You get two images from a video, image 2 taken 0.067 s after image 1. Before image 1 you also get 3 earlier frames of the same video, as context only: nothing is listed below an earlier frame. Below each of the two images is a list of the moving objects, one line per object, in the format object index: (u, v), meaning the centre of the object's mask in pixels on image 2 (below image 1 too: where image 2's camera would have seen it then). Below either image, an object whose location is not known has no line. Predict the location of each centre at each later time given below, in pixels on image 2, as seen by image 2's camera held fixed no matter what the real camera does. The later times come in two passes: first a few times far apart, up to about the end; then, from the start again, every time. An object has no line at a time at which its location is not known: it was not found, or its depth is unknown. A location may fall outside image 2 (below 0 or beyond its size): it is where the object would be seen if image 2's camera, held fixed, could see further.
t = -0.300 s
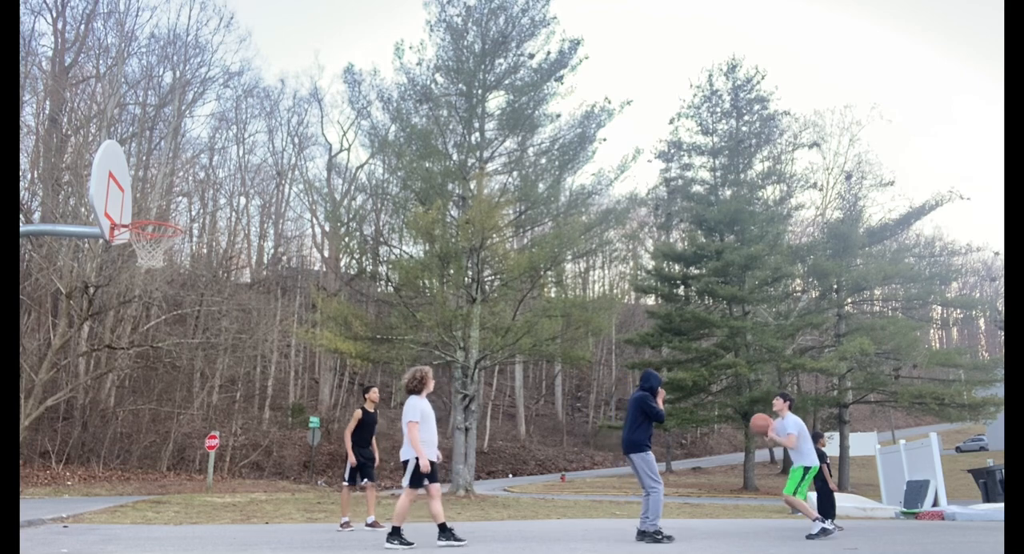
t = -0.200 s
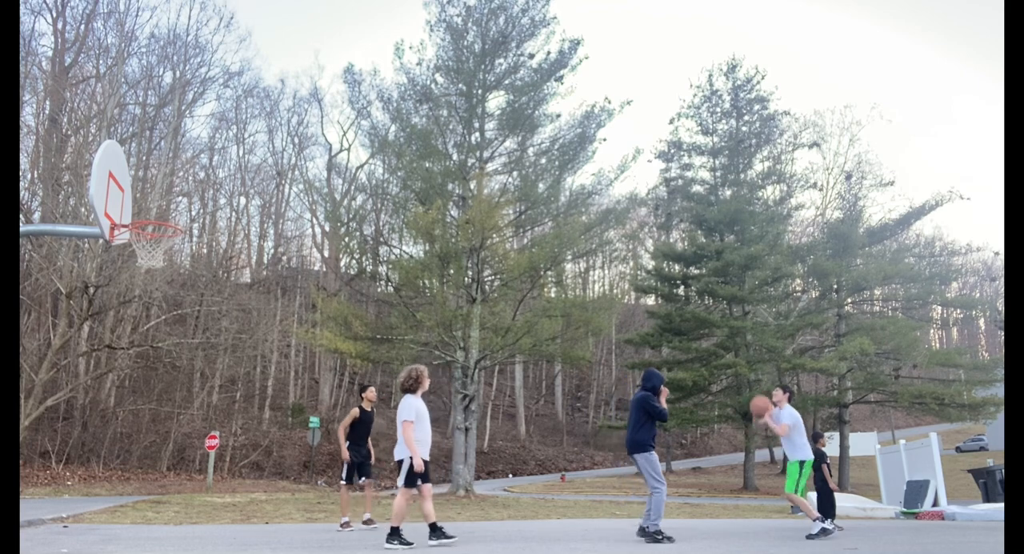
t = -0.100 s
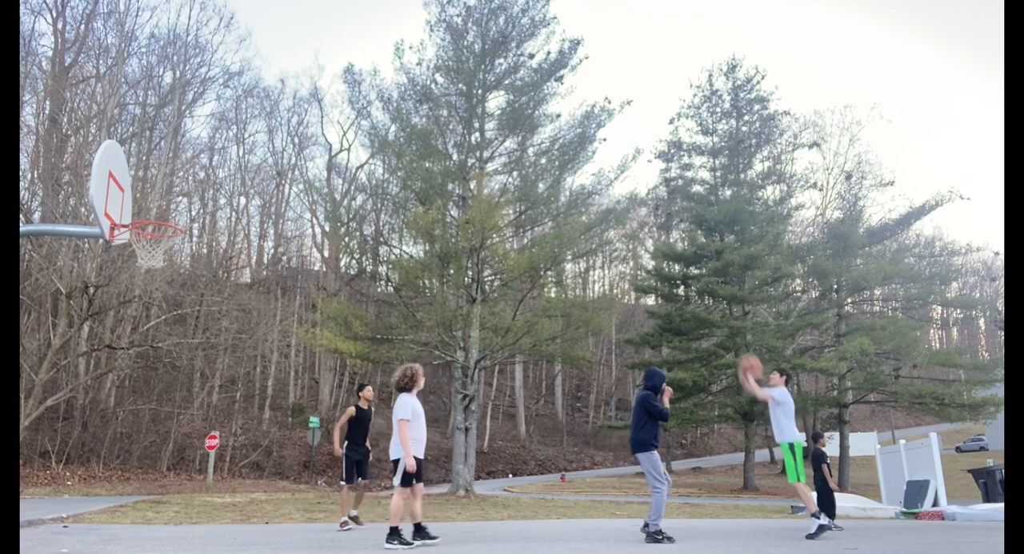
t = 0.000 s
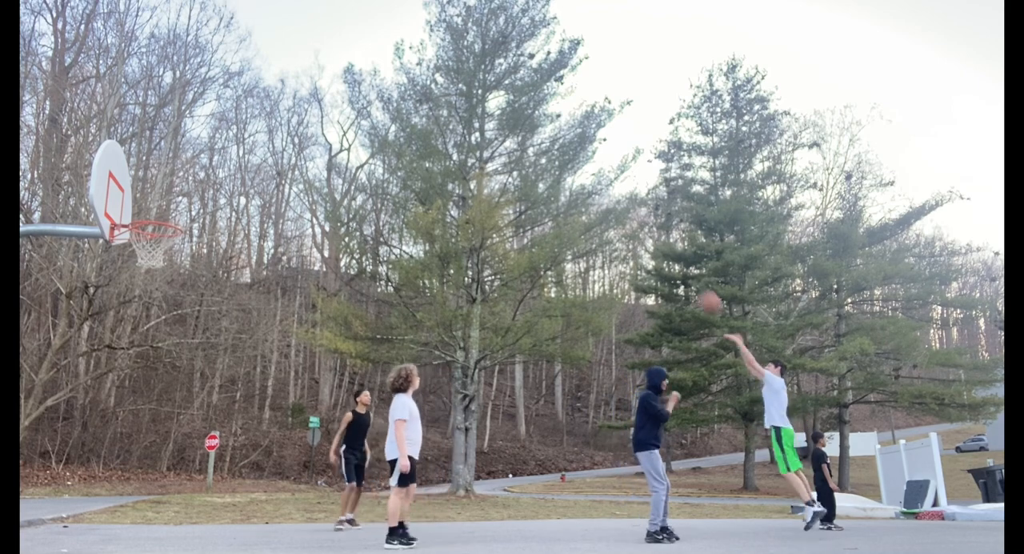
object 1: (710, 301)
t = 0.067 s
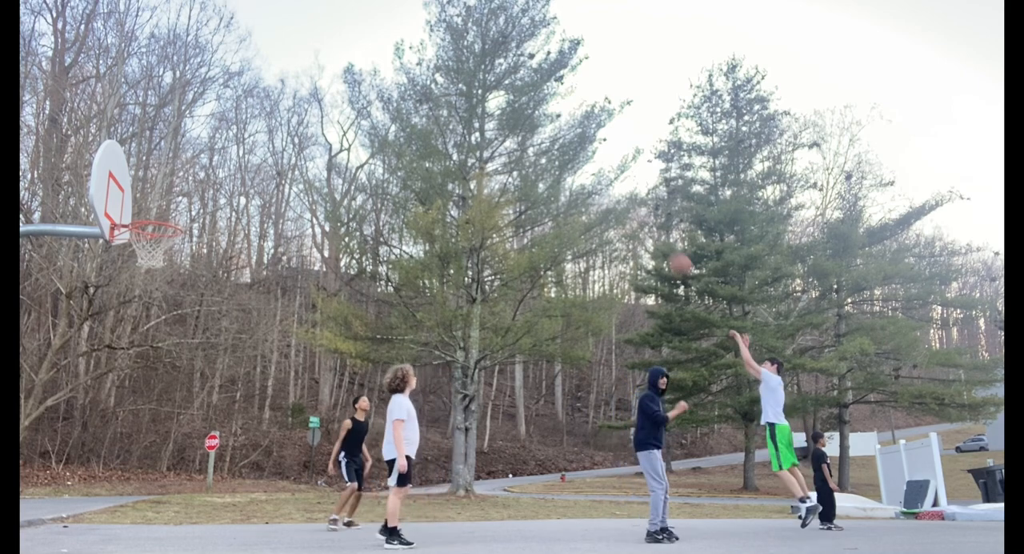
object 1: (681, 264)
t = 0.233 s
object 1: (609, 187)
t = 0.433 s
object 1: (531, 127)
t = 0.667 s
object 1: (442, 96)
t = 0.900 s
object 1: (349, 108)
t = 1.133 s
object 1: (251, 163)
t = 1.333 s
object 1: (183, 222)
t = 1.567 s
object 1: (204, 210)
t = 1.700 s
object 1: (212, 223)
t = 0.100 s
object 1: (667, 248)
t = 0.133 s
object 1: (652, 230)
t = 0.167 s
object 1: (641, 214)
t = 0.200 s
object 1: (625, 202)
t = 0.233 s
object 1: (609, 187)
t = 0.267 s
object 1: (597, 175)
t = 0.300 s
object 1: (583, 162)
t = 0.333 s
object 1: (571, 152)
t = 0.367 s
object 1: (558, 145)
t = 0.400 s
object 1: (544, 135)
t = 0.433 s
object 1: (531, 127)
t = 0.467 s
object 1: (518, 120)
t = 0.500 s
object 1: (507, 116)
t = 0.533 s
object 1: (492, 109)
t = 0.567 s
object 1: (480, 104)
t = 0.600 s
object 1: (467, 101)
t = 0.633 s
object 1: (454, 98)
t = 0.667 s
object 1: (442, 96)
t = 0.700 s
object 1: (427, 95)
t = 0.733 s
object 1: (416, 95)
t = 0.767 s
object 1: (403, 97)
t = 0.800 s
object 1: (389, 98)
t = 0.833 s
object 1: (376, 101)
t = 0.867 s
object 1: (362, 105)
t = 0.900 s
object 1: (349, 108)
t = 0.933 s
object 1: (335, 113)
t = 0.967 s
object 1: (321, 119)
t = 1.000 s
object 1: (307, 127)
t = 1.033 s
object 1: (294, 135)
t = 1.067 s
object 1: (278, 143)
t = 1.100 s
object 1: (264, 153)
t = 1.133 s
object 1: (251, 163)
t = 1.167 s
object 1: (236, 176)
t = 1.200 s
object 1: (220, 189)
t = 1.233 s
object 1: (204, 203)
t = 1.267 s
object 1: (188, 220)
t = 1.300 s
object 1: (182, 226)
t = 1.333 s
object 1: (183, 222)
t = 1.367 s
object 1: (186, 218)
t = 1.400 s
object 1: (189, 214)
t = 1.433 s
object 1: (193, 212)
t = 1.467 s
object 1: (196, 210)
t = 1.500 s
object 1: (198, 209)
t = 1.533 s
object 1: (201, 209)
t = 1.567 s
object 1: (204, 210)
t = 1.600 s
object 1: (206, 212)
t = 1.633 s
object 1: (208, 215)
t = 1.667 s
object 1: (210, 218)
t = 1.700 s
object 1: (212, 223)
